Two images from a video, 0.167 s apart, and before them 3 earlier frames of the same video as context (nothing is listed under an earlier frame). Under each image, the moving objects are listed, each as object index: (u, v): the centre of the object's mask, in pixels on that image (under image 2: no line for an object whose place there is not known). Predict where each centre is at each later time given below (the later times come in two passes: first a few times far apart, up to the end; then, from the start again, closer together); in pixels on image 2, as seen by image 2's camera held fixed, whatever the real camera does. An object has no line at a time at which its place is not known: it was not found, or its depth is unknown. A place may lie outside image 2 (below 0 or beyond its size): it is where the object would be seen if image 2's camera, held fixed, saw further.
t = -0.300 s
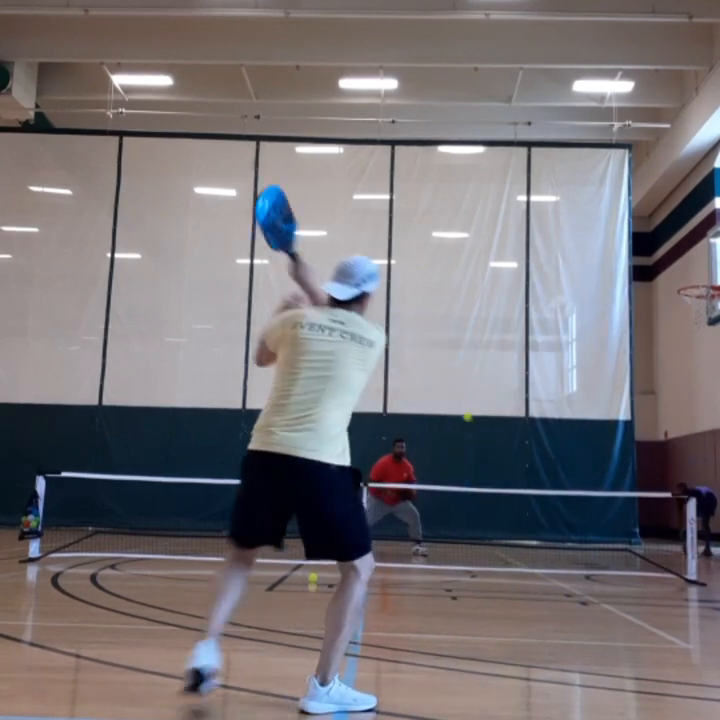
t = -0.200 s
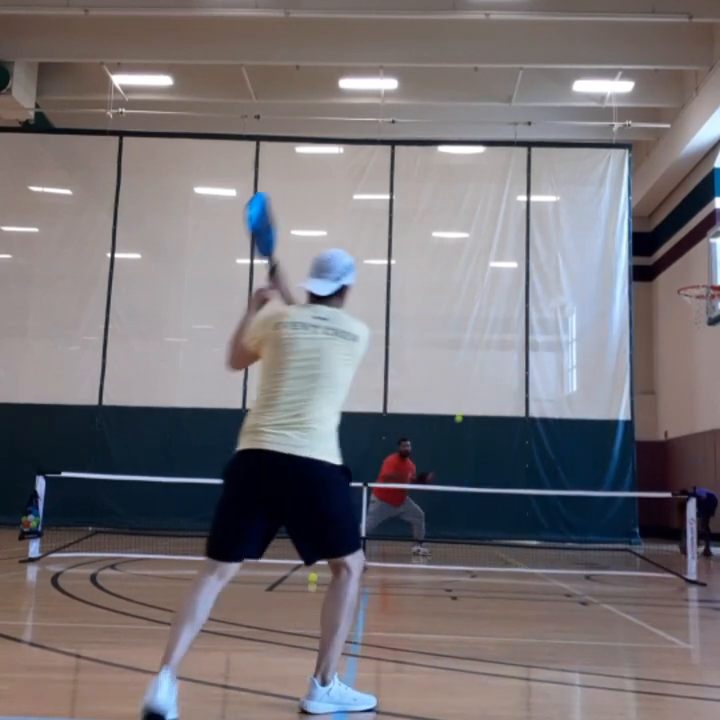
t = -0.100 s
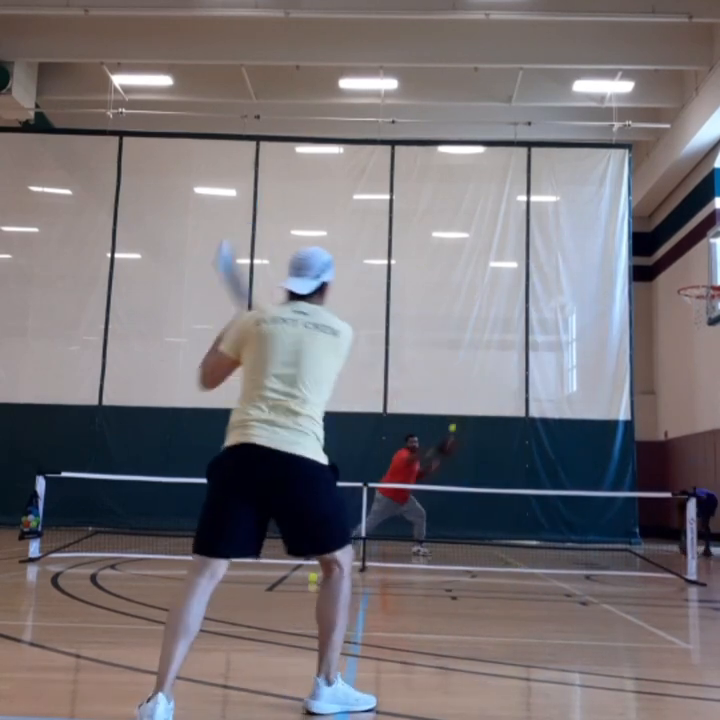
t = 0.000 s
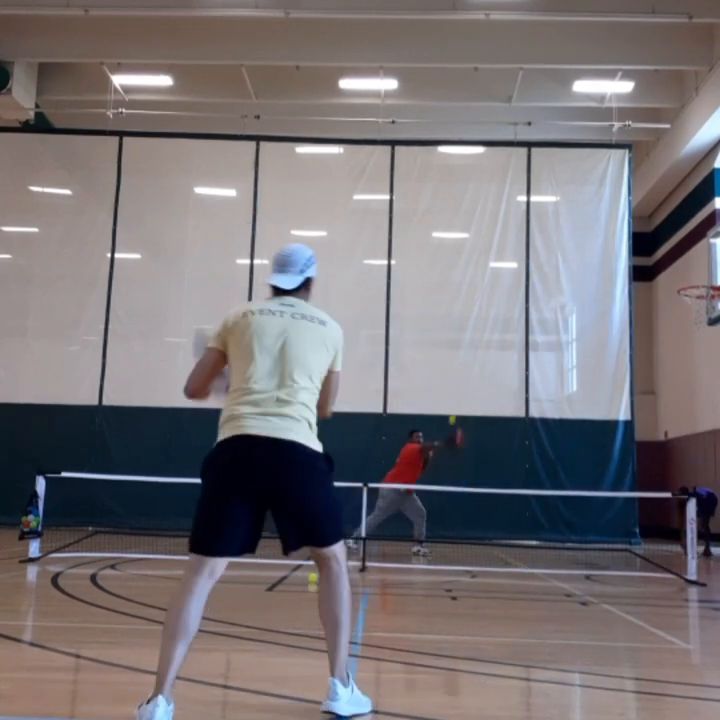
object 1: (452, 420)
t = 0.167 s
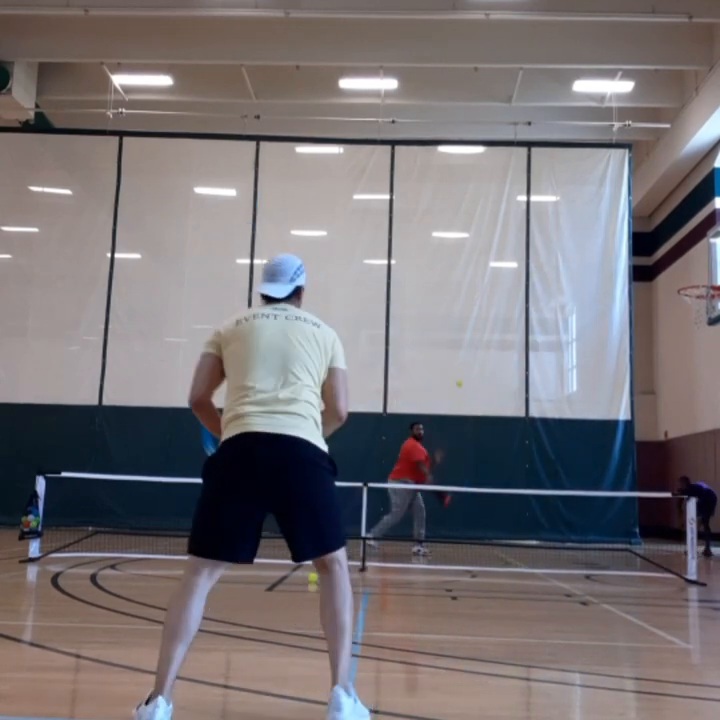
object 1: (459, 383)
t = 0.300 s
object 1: (465, 370)
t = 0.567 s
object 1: (483, 405)
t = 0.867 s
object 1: (523, 666)
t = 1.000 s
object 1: (534, 581)
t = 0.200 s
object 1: (460, 379)
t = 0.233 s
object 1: (461, 375)
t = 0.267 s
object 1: (463, 372)
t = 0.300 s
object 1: (465, 370)
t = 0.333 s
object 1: (467, 369)
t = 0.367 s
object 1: (468, 369)
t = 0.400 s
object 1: (470, 371)
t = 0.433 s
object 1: (472, 374)
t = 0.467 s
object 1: (475, 379)
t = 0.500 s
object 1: (477, 386)
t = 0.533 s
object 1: (480, 394)
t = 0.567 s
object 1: (483, 405)
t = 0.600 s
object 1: (486, 422)
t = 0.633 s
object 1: (488, 435)
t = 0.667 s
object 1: (492, 455)
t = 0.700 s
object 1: (496, 475)
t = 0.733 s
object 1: (500, 508)
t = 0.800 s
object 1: (511, 577)
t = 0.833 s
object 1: (518, 623)
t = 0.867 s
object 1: (523, 666)
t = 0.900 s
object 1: (526, 648)
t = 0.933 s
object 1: (529, 623)
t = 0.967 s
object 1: (531, 601)
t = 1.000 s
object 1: (534, 581)
